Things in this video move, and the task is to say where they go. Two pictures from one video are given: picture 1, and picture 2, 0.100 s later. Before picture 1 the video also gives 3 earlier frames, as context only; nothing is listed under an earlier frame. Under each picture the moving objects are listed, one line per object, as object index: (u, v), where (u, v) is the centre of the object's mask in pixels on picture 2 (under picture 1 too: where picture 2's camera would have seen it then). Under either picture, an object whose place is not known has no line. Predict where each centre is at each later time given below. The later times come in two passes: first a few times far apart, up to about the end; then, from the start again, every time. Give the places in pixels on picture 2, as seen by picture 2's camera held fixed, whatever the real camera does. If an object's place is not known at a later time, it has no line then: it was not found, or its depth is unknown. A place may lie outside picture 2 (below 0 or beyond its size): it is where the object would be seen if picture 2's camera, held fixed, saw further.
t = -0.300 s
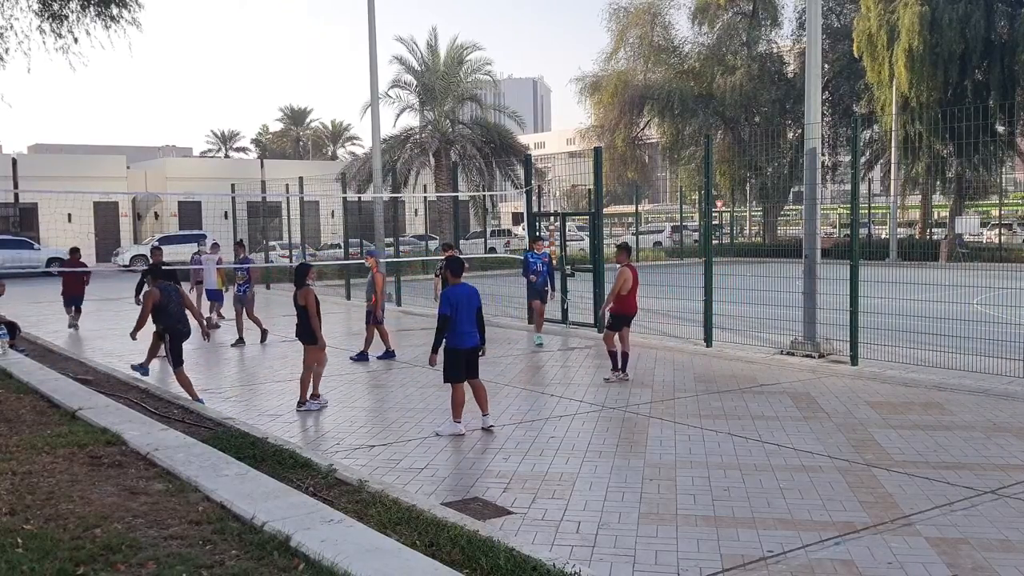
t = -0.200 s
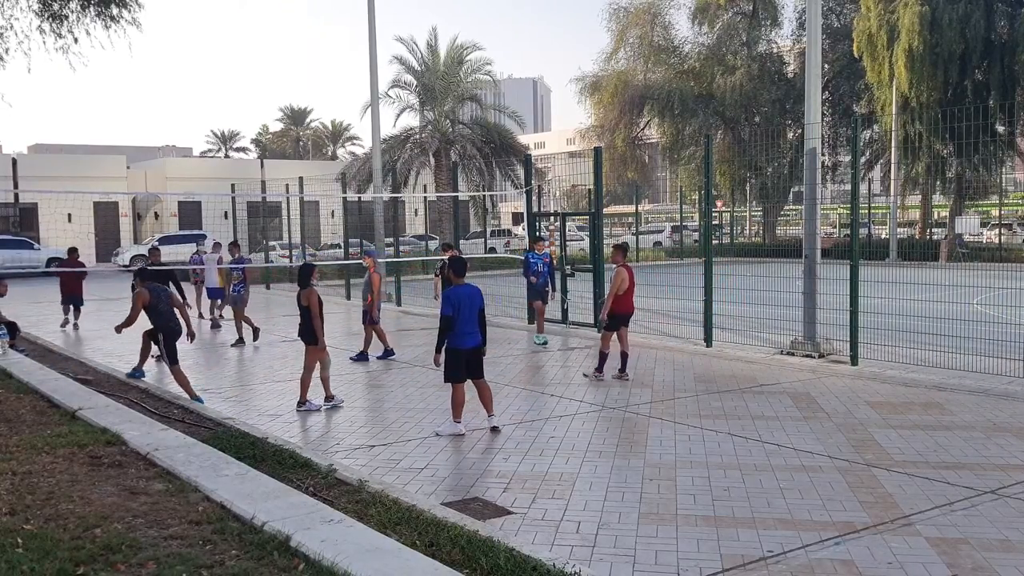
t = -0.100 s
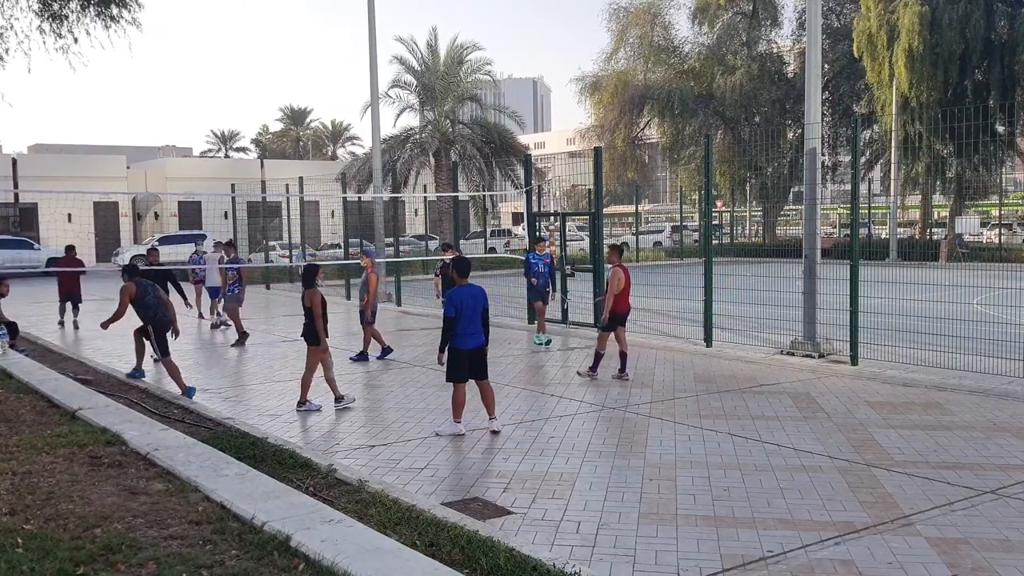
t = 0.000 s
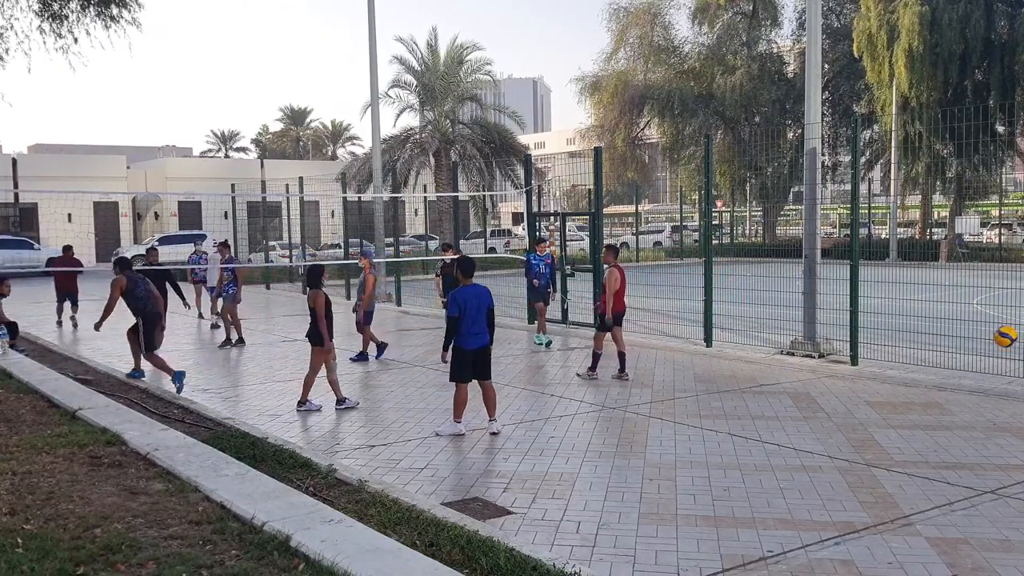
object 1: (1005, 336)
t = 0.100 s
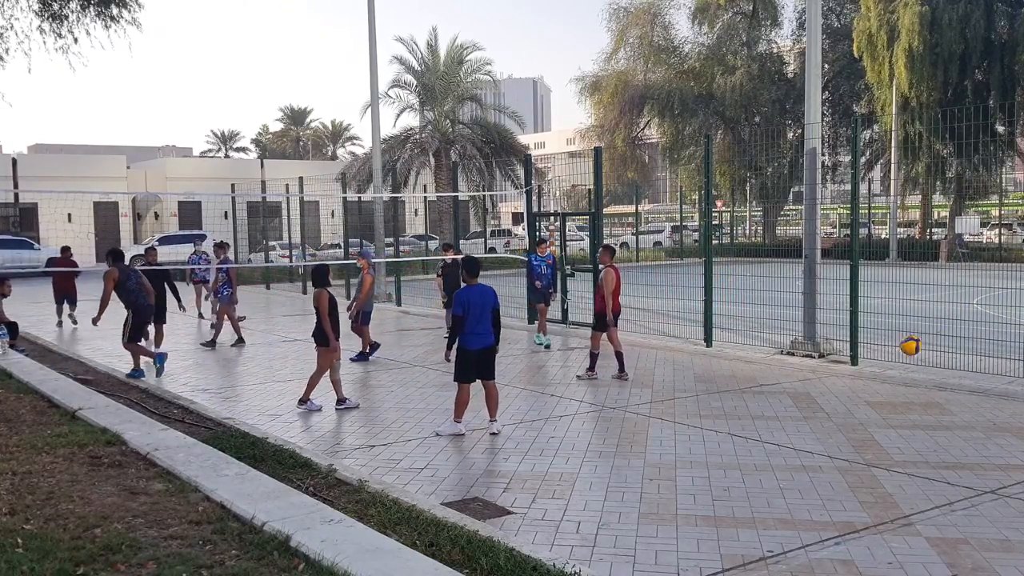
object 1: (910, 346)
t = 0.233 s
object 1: (805, 368)
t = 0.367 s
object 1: (736, 352)
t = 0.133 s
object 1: (882, 350)
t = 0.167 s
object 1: (855, 356)
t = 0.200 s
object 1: (829, 362)
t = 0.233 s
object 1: (805, 368)
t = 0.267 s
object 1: (782, 377)
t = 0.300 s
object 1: (764, 375)
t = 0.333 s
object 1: (750, 362)
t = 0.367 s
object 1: (736, 352)
